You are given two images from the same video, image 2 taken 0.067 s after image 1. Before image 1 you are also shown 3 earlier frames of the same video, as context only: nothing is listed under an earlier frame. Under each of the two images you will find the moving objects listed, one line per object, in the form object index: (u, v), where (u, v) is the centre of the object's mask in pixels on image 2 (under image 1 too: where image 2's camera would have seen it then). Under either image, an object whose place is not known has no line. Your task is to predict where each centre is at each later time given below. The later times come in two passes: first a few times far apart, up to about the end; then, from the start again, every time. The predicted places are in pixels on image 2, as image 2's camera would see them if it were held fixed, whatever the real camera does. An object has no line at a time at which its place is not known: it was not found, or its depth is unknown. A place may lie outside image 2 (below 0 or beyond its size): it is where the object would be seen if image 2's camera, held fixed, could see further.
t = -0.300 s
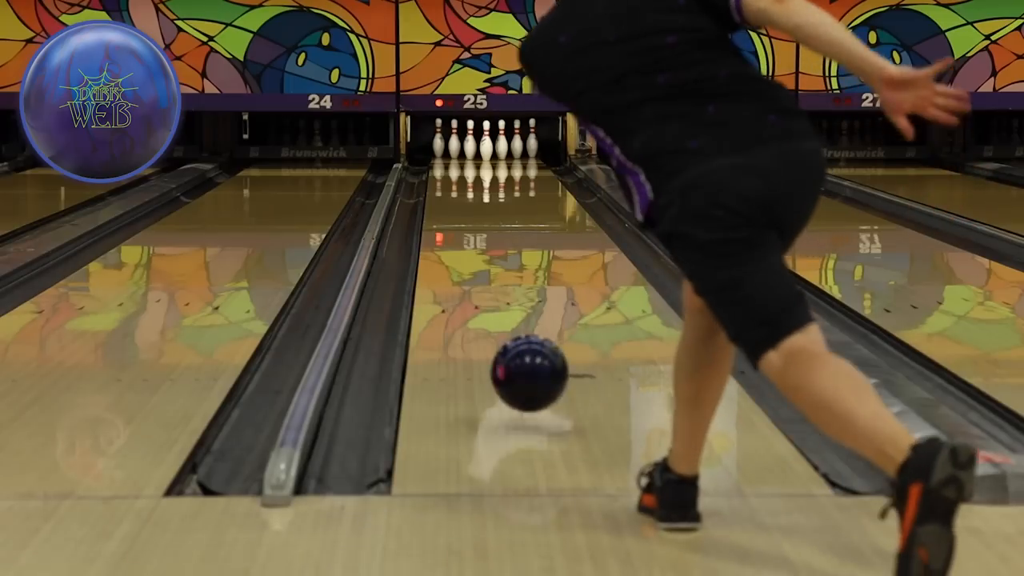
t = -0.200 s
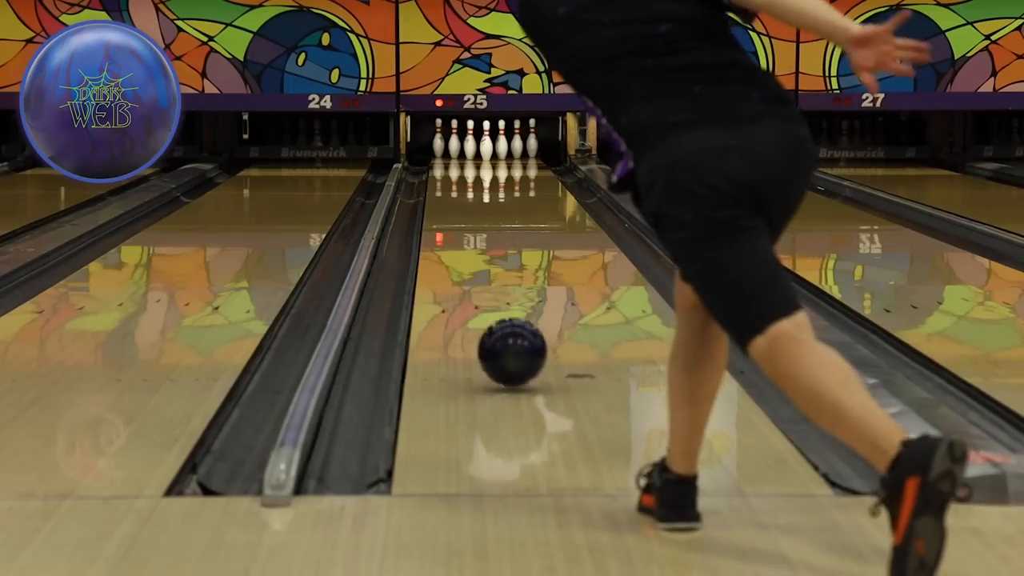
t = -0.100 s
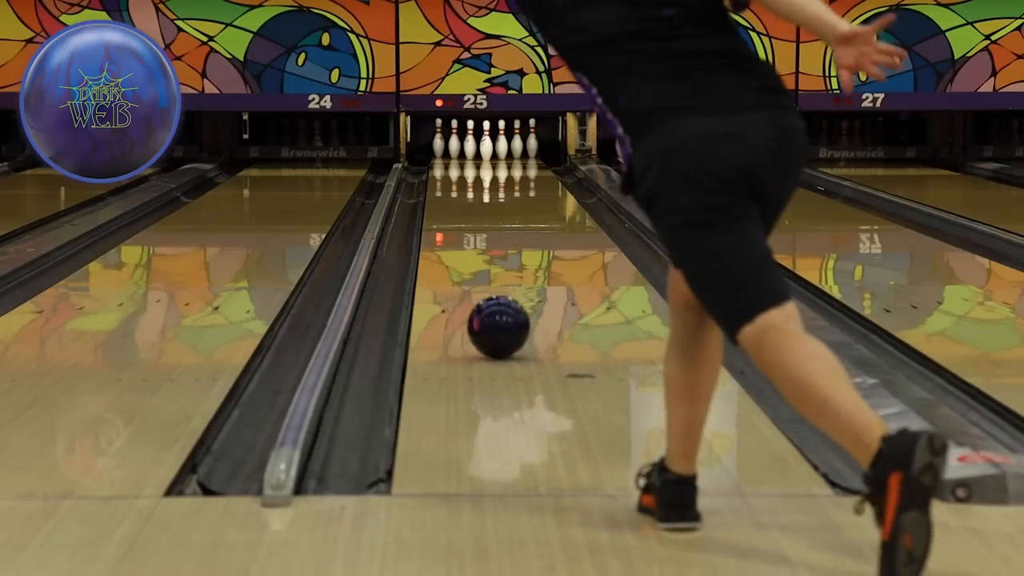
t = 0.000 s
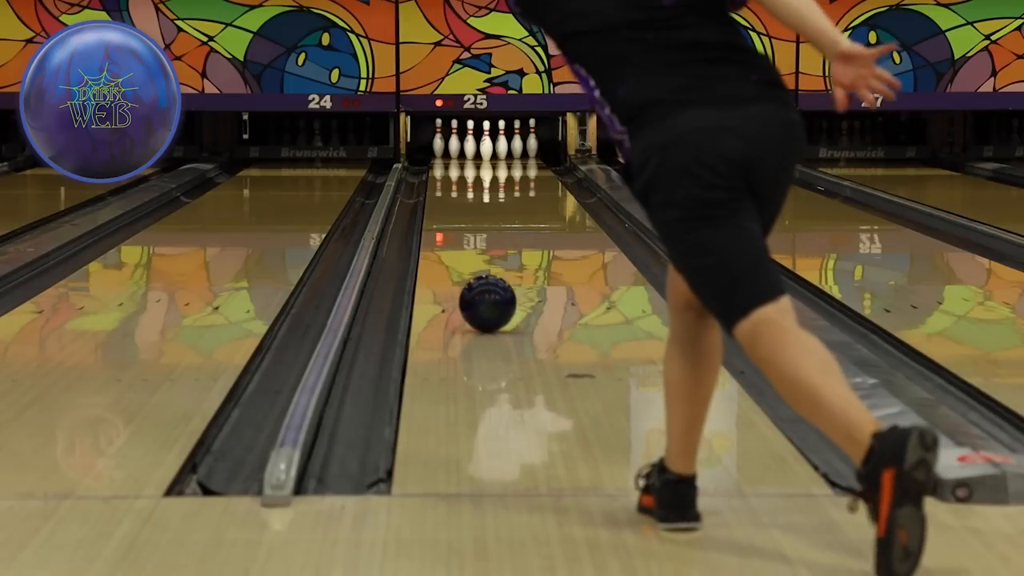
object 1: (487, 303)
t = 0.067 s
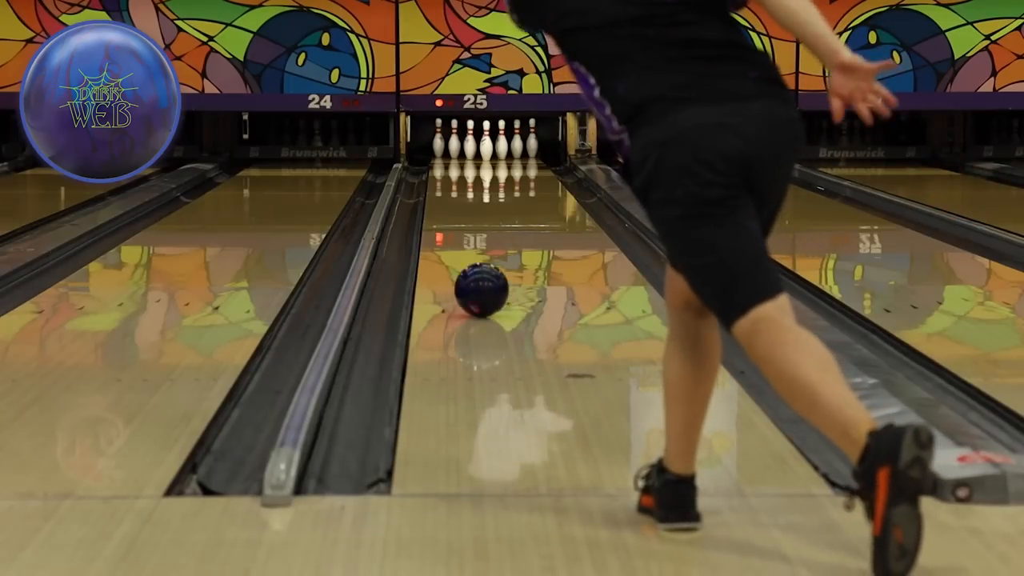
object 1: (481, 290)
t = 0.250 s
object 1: (468, 259)
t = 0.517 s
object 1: (454, 226)
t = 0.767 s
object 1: (447, 203)
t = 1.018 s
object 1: (442, 186)
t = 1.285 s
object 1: (441, 172)
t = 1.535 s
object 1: (448, 161)
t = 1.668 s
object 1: (456, 157)
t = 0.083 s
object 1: (480, 286)
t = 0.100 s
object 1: (478, 283)
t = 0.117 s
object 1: (477, 280)
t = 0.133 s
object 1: (476, 277)
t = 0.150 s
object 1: (474, 275)
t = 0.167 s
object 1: (473, 272)
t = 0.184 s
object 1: (472, 269)
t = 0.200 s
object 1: (471, 266)
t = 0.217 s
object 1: (470, 264)
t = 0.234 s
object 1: (469, 261)
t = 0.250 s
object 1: (468, 259)
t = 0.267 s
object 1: (467, 256)
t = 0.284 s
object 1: (466, 254)
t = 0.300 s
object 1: (465, 252)
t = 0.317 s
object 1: (464, 249)
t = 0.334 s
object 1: (463, 247)
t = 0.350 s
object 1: (462, 245)
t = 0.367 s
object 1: (461, 243)
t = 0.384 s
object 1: (460, 241)
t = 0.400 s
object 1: (460, 239)
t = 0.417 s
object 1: (459, 237)
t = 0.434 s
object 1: (458, 235)
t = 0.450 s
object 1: (457, 233)
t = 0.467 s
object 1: (456, 231)
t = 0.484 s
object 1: (456, 229)
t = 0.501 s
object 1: (455, 227)
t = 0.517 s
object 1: (454, 226)
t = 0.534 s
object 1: (454, 224)
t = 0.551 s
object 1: (453, 222)
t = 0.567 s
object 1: (453, 220)
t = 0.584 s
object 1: (452, 219)
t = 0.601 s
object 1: (452, 217)
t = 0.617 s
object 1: (451, 216)
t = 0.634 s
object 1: (450, 214)
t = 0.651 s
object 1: (450, 212)
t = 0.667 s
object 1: (449, 211)
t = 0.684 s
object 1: (449, 210)
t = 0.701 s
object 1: (448, 208)
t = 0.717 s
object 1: (448, 207)
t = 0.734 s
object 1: (447, 206)
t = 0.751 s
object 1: (447, 204)
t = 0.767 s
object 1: (447, 203)
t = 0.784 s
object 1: (446, 202)
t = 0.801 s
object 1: (446, 201)
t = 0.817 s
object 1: (445, 199)
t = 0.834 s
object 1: (445, 198)
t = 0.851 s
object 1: (445, 197)
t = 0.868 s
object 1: (444, 196)
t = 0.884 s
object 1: (444, 195)
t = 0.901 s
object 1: (444, 194)
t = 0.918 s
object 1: (444, 193)
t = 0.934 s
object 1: (443, 192)
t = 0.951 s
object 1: (443, 190)
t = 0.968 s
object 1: (443, 189)
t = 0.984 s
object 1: (443, 188)
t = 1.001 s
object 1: (443, 187)
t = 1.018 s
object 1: (442, 186)
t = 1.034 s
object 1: (442, 185)
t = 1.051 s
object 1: (442, 184)
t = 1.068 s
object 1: (442, 183)
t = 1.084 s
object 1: (441, 182)
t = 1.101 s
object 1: (441, 181)
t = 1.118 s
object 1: (441, 180)
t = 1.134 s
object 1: (441, 180)
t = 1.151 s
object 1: (441, 179)
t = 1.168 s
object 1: (441, 178)
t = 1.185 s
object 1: (441, 177)
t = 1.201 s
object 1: (441, 176)
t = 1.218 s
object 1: (441, 175)
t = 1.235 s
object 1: (441, 174)
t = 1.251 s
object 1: (441, 174)
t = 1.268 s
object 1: (441, 173)
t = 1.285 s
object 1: (441, 172)
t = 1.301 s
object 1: (441, 171)
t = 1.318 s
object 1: (442, 171)
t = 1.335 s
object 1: (442, 170)
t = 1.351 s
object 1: (442, 169)
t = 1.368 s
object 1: (443, 169)
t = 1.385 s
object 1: (443, 168)
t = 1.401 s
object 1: (444, 167)
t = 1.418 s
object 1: (444, 166)
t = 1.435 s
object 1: (445, 165)
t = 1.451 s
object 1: (445, 165)
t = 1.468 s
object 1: (446, 164)
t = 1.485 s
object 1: (447, 163)
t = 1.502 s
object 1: (447, 163)
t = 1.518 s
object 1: (448, 162)
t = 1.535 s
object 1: (448, 161)
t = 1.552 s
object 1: (449, 161)
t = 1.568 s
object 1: (450, 160)
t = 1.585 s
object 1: (451, 159)
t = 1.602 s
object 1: (452, 159)
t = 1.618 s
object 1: (453, 158)
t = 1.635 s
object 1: (454, 158)
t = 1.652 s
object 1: (455, 158)
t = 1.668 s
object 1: (456, 157)
